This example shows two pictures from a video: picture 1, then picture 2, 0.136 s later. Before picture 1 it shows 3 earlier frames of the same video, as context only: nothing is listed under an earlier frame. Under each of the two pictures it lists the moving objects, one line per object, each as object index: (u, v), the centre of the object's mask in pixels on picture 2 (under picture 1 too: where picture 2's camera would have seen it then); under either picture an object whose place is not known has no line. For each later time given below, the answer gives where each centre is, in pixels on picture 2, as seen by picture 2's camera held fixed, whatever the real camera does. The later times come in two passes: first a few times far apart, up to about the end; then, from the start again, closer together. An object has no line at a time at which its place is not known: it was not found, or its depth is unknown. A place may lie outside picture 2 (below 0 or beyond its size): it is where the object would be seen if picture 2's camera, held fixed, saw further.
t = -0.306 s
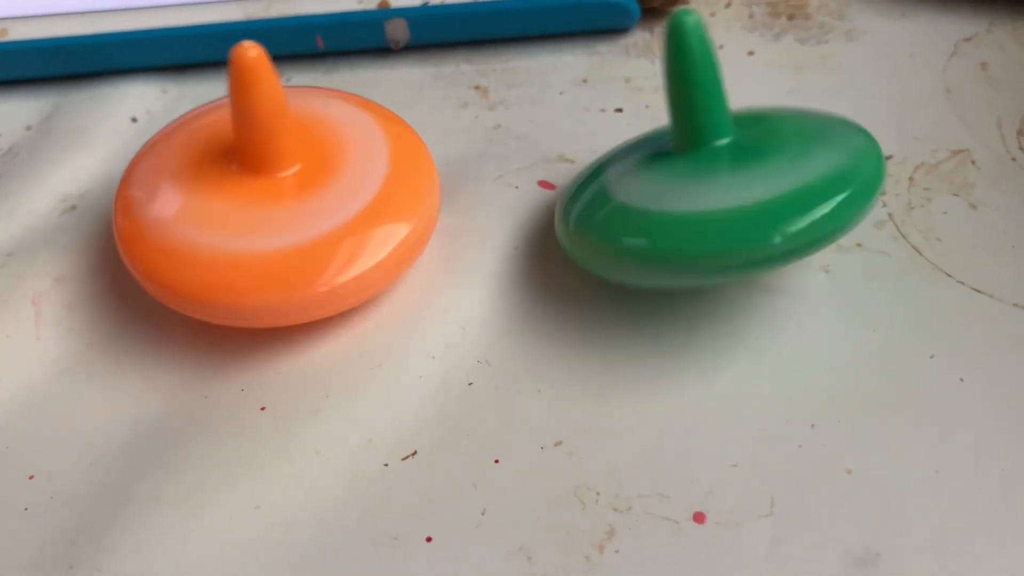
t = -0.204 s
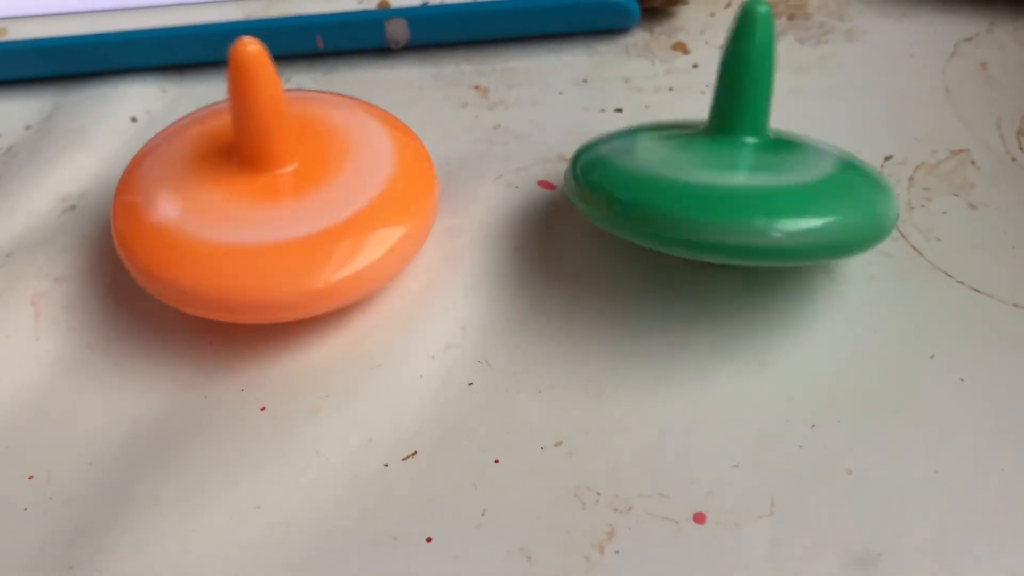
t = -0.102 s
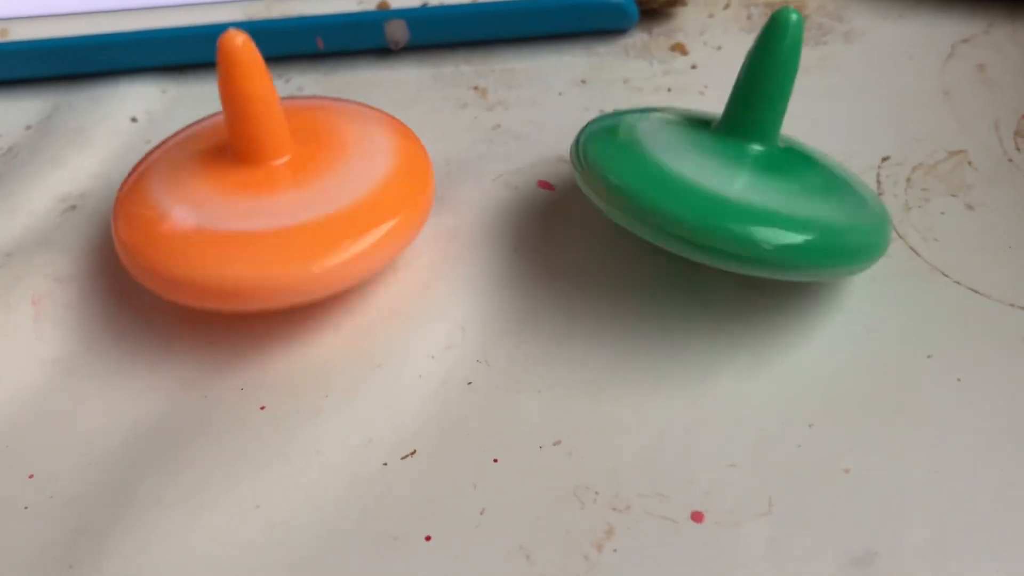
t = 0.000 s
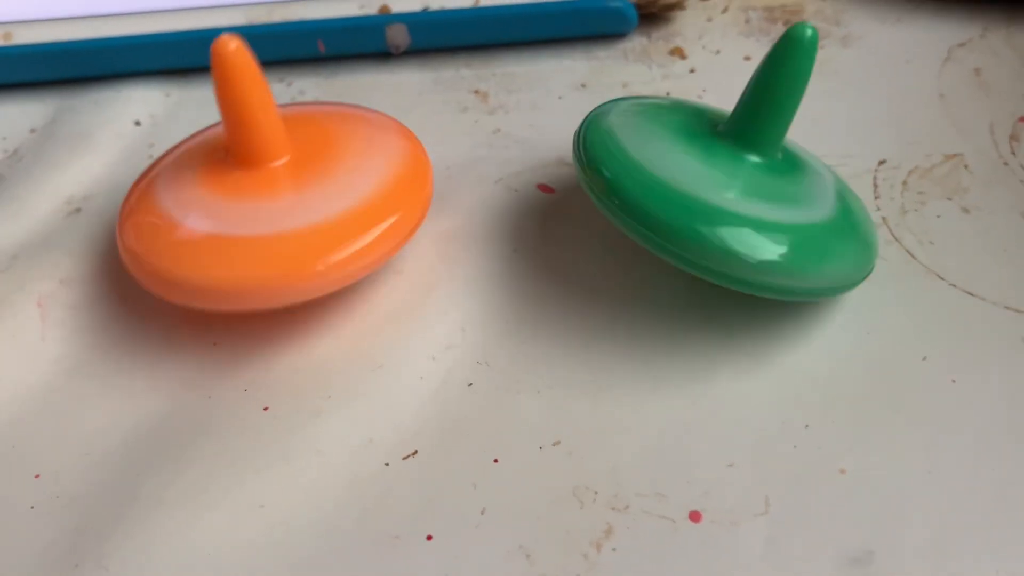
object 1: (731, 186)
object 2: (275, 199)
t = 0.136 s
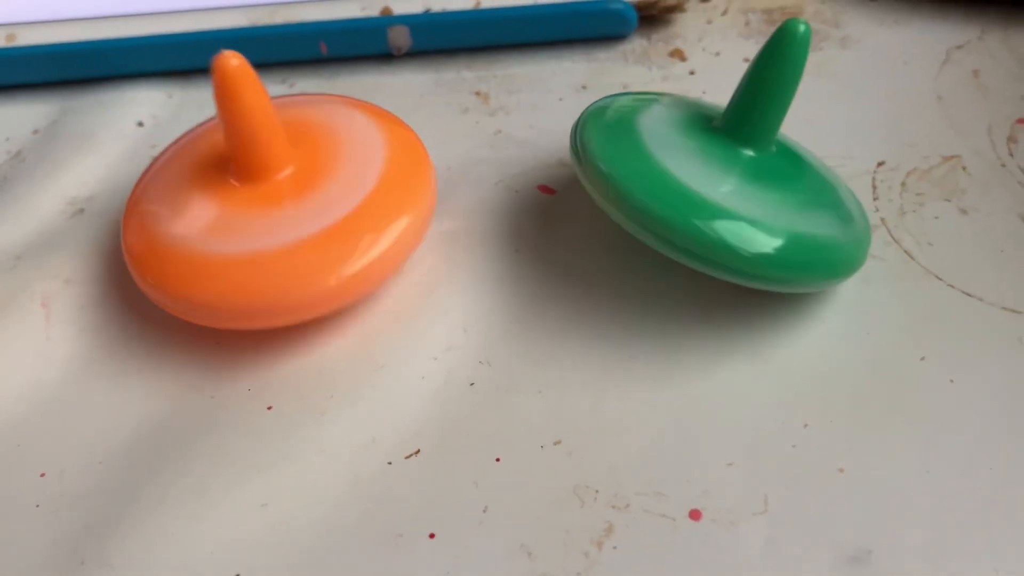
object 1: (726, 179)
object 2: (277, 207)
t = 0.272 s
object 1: (703, 161)
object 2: (281, 206)
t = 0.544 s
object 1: (653, 198)
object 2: (277, 201)
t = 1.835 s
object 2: (274, 209)
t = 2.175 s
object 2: (277, 212)
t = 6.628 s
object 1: (685, 212)
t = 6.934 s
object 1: (685, 213)
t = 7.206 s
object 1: (685, 213)
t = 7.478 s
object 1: (685, 212)
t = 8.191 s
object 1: (685, 212)
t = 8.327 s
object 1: (685, 212)
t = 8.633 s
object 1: (686, 213)
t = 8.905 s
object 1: (686, 213)
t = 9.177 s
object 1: (686, 213)
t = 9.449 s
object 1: (686, 213)
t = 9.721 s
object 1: (686, 213)
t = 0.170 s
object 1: (723, 175)
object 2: (278, 205)
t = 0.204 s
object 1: (719, 172)
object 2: (275, 203)
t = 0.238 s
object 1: (716, 168)
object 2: (275, 208)
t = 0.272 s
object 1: (703, 161)
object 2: (281, 206)
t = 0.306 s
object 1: (694, 158)
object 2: (279, 205)
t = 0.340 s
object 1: (684, 156)
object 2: (281, 207)
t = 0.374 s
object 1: (672, 156)
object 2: (282, 203)
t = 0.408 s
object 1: (660, 160)
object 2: (279, 201)
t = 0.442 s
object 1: (653, 167)
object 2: (280, 204)
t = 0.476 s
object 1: (650, 177)
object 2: (282, 201)
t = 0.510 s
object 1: (651, 186)
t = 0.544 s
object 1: (653, 198)
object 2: (277, 201)
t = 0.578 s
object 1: (660, 209)
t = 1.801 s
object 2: (272, 205)
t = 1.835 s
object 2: (274, 209)
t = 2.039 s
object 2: (274, 213)
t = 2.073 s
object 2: (276, 209)
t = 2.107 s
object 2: (273, 208)
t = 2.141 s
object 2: (273, 212)
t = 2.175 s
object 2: (277, 212)
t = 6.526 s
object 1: (686, 212)
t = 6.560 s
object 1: (686, 212)
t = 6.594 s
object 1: (685, 212)
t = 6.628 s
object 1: (685, 212)
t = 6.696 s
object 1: (685, 212)
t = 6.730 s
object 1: (685, 212)
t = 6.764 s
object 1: (685, 212)
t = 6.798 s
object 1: (685, 213)
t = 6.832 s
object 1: (685, 213)
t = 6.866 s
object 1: (685, 213)
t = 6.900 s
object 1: (685, 213)
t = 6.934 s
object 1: (685, 213)
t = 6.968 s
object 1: (685, 213)
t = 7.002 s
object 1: (685, 213)
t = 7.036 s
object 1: (685, 213)
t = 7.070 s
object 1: (685, 213)
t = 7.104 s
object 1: (685, 213)
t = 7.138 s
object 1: (685, 213)
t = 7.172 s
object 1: (685, 213)
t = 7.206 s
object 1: (685, 213)
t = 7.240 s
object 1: (685, 213)
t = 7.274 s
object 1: (685, 213)
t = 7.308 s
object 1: (685, 212)
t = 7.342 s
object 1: (685, 212)
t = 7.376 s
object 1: (685, 213)
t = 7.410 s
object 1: (685, 212)
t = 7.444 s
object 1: (685, 212)
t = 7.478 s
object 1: (685, 212)
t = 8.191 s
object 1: (685, 212)
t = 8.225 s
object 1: (685, 212)
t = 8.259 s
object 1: (685, 212)
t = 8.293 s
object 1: (685, 212)
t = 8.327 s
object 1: (685, 212)
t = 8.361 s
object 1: (685, 212)
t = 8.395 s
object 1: (685, 212)
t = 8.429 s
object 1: (685, 212)
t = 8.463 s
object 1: (686, 213)
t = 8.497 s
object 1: (685, 213)
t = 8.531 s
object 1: (685, 213)
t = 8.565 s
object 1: (686, 213)
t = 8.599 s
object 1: (686, 213)
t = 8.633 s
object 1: (686, 213)
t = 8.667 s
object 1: (685, 213)
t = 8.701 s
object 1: (685, 213)
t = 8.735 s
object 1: (685, 213)
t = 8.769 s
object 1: (686, 213)
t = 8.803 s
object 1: (686, 213)
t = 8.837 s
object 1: (686, 213)
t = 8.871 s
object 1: (686, 213)
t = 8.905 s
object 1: (686, 213)
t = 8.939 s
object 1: (686, 213)
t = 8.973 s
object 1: (686, 213)
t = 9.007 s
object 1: (685, 213)
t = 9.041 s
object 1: (685, 213)
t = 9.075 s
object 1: (685, 213)
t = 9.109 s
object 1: (686, 213)
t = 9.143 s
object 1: (686, 213)
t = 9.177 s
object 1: (686, 213)
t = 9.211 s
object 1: (686, 213)
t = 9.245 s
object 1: (686, 213)
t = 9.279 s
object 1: (686, 213)
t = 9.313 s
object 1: (686, 213)
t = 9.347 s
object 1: (686, 213)
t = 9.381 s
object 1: (686, 213)
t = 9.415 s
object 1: (686, 213)
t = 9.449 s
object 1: (686, 213)
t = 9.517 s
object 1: (686, 213)
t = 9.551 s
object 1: (686, 213)
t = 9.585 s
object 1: (686, 213)
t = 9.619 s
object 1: (686, 213)
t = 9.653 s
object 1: (686, 213)
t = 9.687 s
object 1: (686, 213)
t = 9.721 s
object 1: (686, 213)
